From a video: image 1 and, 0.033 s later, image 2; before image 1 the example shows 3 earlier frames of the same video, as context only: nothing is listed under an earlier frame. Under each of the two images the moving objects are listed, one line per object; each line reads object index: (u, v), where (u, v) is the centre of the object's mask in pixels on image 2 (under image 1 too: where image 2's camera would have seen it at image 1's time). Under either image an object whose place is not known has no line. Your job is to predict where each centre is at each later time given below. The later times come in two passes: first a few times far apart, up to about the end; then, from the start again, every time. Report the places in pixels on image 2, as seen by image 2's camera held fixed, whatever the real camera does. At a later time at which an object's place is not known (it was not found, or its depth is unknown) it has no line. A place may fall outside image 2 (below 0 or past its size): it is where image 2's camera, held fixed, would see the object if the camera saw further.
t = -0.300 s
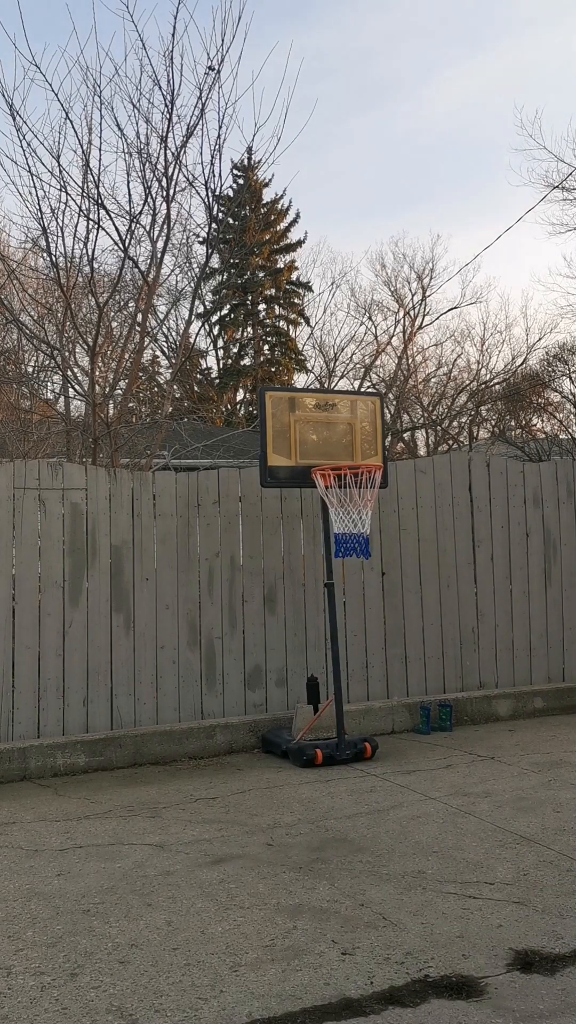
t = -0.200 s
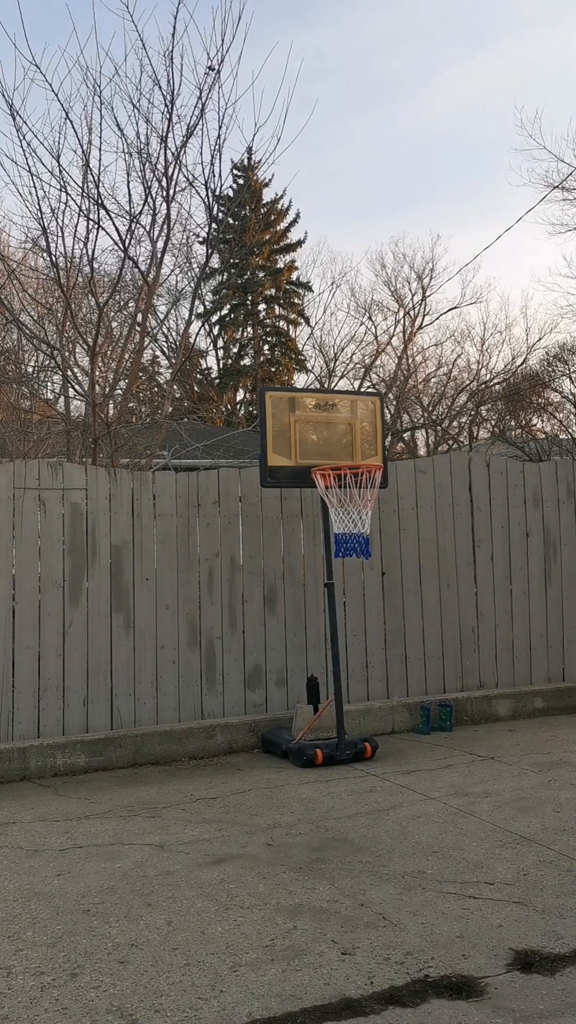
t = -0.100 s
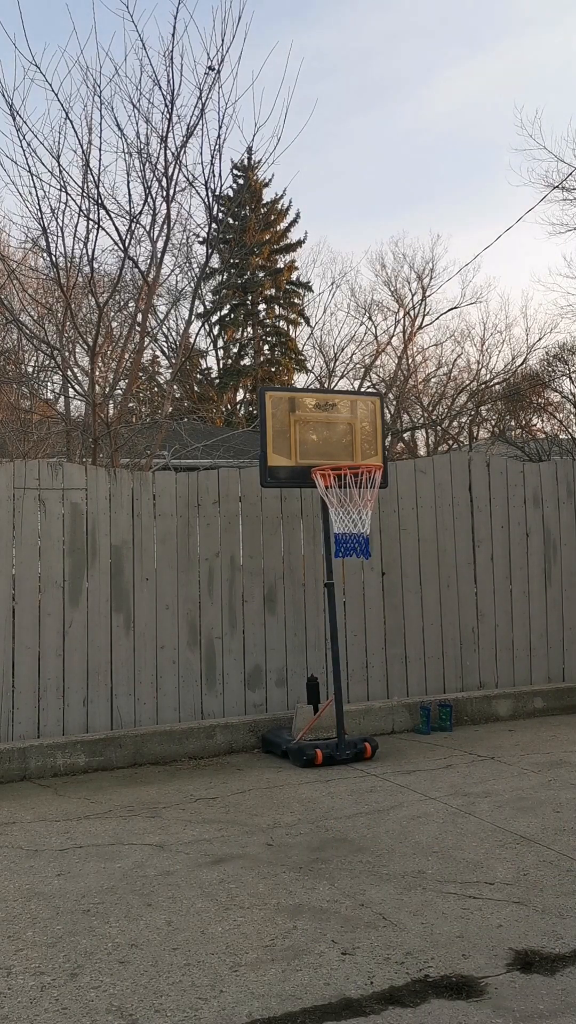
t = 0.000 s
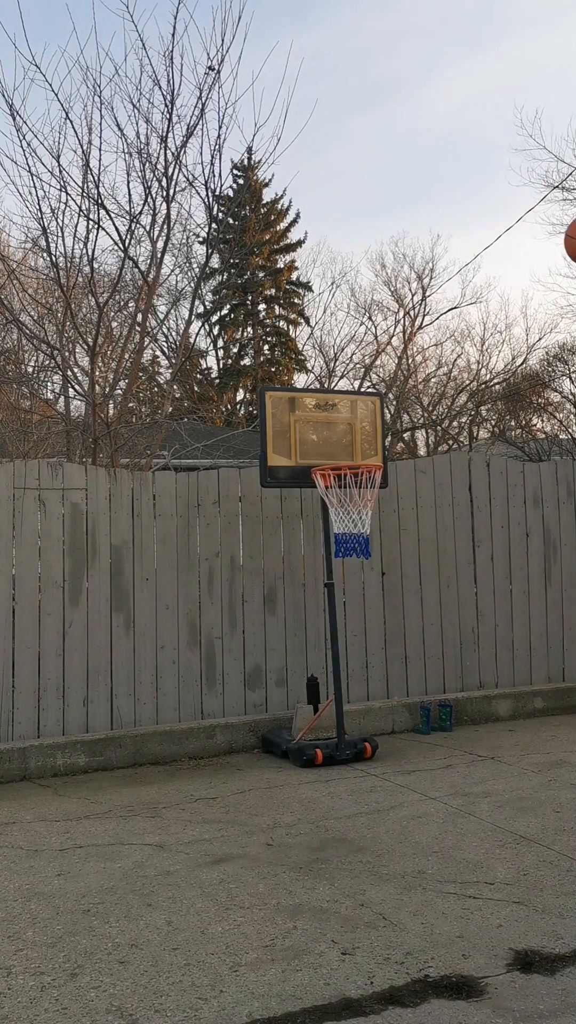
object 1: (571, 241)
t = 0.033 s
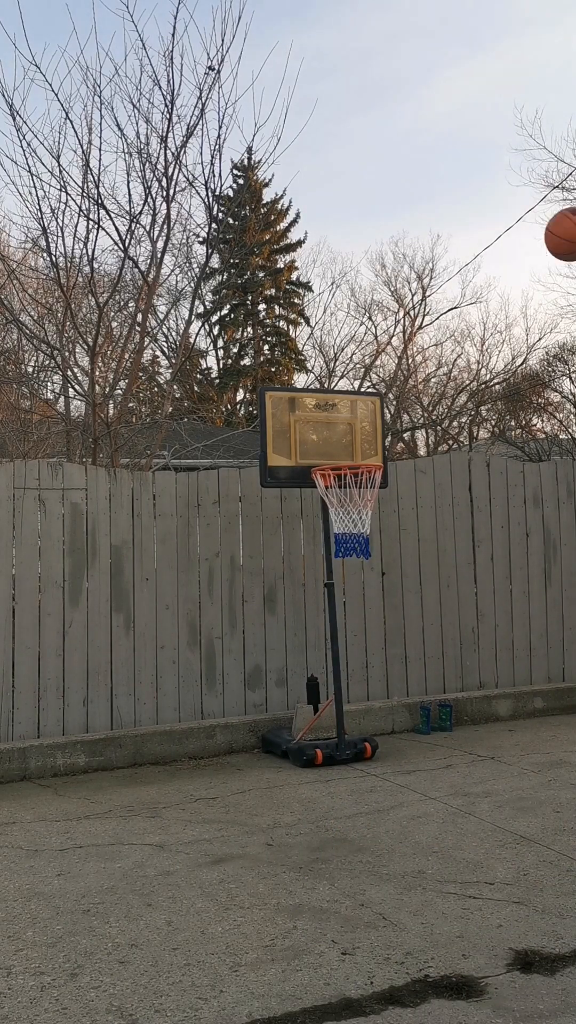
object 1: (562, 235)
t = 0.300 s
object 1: (439, 279)
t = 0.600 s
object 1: (354, 436)
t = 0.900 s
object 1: (356, 448)
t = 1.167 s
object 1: (340, 514)
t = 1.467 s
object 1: (341, 661)
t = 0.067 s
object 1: (552, 232)
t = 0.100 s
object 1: (534, 233)
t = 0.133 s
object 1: (516, 236)
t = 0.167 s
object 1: (499, 241)
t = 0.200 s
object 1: (483, 248)
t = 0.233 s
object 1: (468, 257)
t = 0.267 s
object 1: (453, 267)
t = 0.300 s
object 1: (439, 279)
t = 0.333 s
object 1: (426, 293)
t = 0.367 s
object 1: (413, 309)
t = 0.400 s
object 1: (401, 326)
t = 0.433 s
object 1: (389, 344)
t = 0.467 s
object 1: (378, 363)
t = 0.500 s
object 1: (367, 385)
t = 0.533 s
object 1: (356, 406)
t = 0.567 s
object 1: (355, 420)
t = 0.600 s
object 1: (354, 436)
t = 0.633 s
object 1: (352, 447)
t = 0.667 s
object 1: (353, 445)
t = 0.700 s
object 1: (353, 442)
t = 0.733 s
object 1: (353, 440)
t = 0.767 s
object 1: (354, 439)
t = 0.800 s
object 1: (355, 439)
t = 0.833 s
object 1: (355, 441)
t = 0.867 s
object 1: (355, 444)
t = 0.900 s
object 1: (356, 448)
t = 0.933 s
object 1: (357, 452)
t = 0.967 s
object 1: (354, 454)
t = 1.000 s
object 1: (351, 456)
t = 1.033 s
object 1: (349, 474)
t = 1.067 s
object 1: (346, 484)
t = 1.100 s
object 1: (343, 491)
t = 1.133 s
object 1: (341, 503)
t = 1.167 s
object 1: (340, 514)
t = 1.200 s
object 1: (339, 525)
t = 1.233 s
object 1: (338, 538)
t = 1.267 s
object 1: (339, 549)
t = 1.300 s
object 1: (339, 563)
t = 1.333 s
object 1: (339, 578)
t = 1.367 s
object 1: (339, 596)
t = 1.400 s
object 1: (340, 616)
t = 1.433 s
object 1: (340, 638)
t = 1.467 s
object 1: (341, 661)
